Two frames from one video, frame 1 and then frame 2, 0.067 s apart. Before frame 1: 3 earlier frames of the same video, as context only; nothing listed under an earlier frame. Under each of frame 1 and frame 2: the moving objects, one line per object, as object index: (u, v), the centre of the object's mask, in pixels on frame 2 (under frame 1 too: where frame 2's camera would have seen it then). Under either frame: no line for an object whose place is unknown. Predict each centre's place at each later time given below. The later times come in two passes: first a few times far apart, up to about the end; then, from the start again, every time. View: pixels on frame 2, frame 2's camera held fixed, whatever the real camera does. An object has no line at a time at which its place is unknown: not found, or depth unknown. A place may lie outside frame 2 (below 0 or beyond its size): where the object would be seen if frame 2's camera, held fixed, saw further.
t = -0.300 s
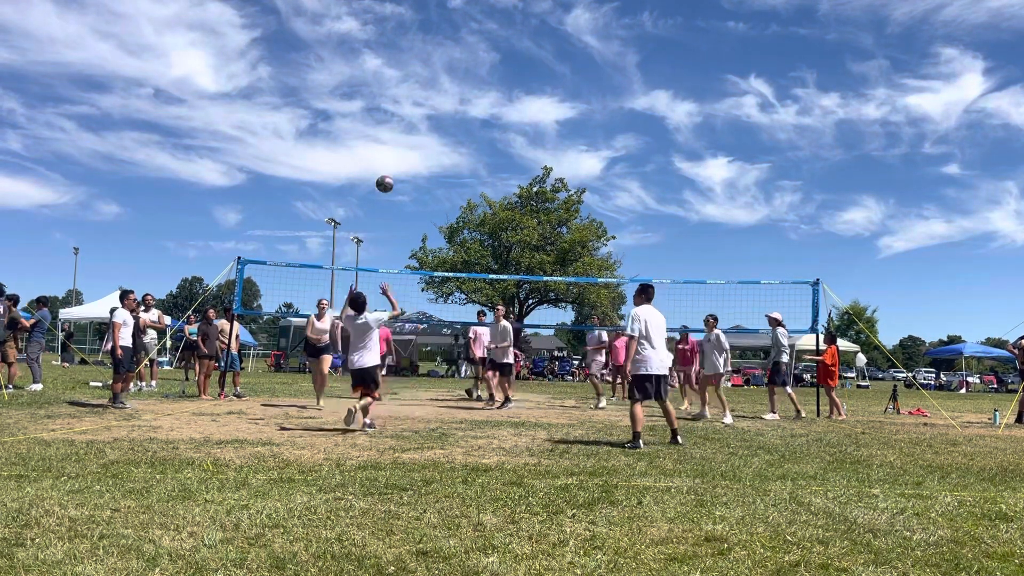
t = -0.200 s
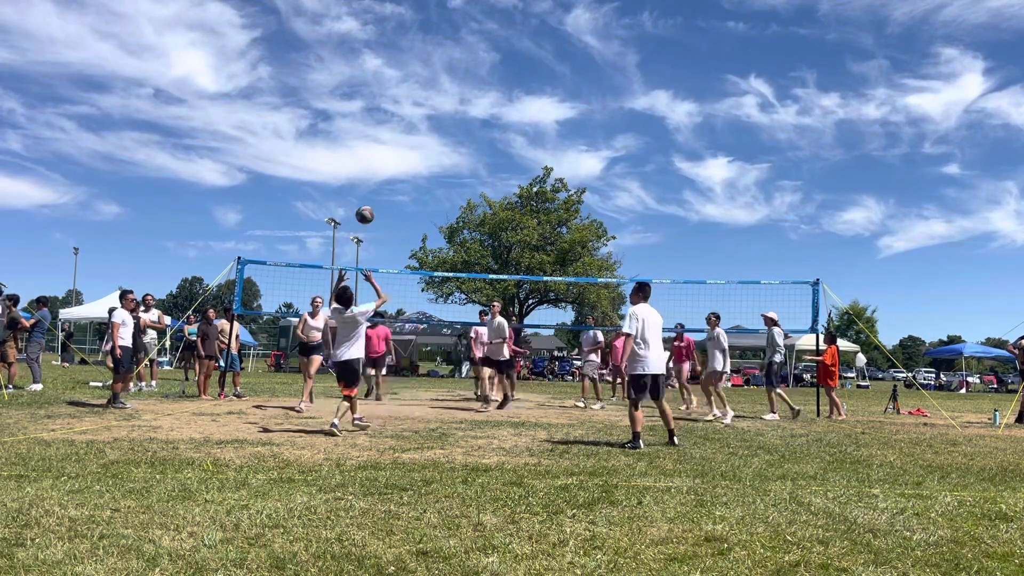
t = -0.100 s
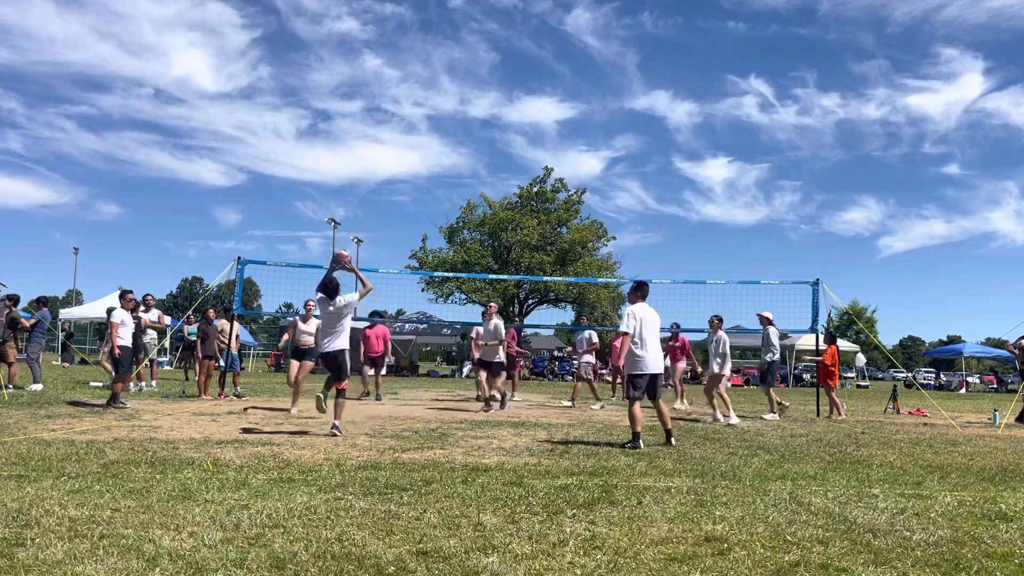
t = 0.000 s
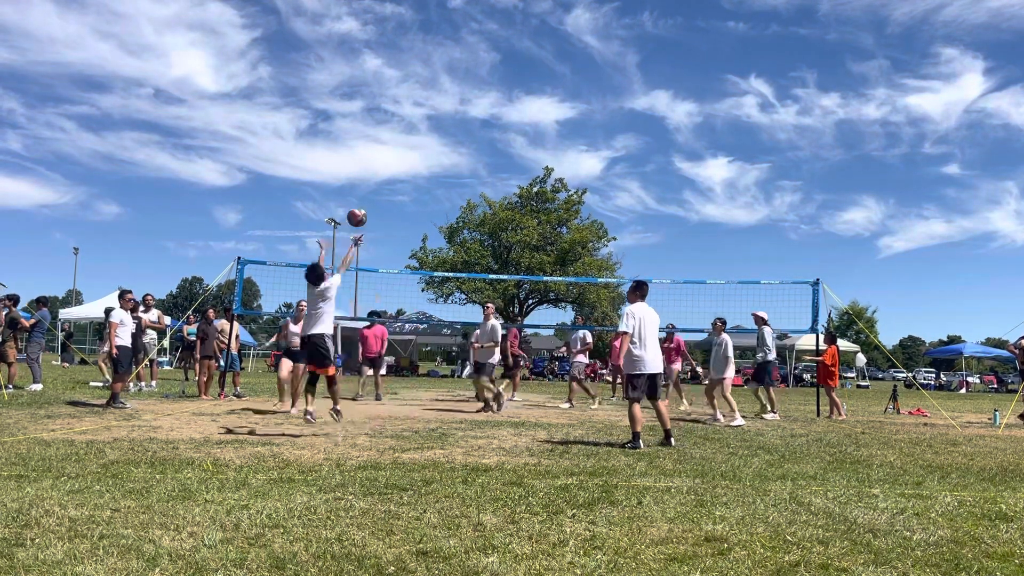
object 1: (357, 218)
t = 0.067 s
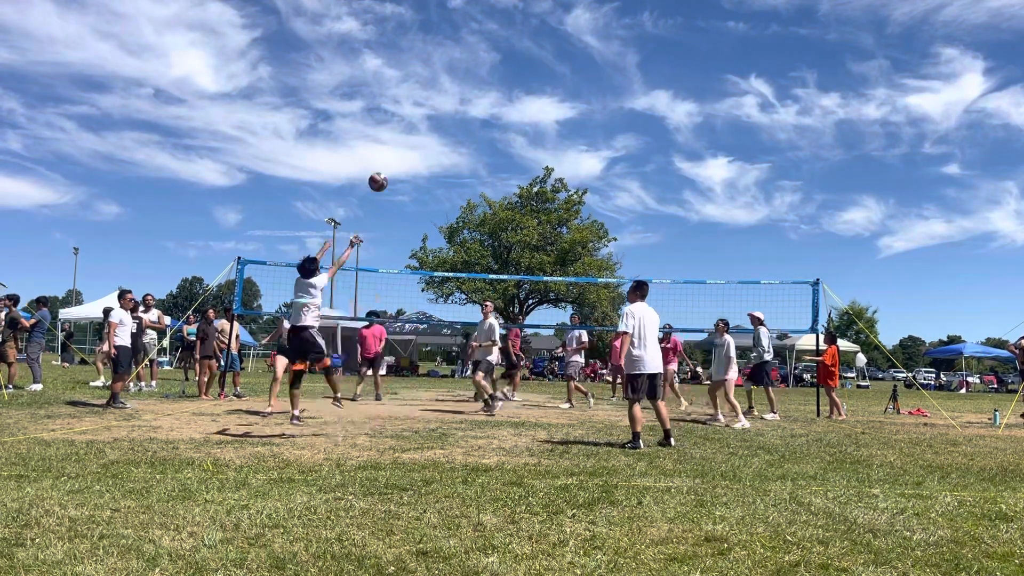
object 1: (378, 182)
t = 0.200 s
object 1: (417, 127)
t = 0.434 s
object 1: (477, 77)
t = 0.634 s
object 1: (521, 74)
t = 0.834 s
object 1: (559, 100)
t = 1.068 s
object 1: (599, 165)
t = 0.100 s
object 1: (388, 167)
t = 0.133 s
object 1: (398, 152)
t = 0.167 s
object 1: (408, 139)
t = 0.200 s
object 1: (417, 127)
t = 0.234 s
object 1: (426, 117)
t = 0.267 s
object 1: (435, 107)
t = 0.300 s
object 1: (444, 99)
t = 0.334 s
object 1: (452, 92)
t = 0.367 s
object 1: (460, 86)
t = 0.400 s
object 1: (468, 81)
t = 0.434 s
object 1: (477, 77)
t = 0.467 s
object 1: (484, 74)
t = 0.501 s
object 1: (492, 72)
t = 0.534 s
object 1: (499, 71)
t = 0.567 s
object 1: (506, 71)
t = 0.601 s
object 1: (514, 72)
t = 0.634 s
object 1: (521, 74)
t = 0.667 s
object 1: (527, 76)
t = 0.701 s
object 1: (534, 79)
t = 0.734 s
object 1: (541, 83)
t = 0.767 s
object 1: (547, 88)
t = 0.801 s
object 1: (553, 94)
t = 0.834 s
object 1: (559, 100)
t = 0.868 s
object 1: (565, 107)
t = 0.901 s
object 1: (571, 115)
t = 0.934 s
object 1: (577, 123)
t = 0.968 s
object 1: (582, 133)
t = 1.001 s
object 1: (588, 143)
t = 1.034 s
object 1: (593, 153)
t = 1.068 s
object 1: (599, 165)
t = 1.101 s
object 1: (604, 177)
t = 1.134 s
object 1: (609, 190)
